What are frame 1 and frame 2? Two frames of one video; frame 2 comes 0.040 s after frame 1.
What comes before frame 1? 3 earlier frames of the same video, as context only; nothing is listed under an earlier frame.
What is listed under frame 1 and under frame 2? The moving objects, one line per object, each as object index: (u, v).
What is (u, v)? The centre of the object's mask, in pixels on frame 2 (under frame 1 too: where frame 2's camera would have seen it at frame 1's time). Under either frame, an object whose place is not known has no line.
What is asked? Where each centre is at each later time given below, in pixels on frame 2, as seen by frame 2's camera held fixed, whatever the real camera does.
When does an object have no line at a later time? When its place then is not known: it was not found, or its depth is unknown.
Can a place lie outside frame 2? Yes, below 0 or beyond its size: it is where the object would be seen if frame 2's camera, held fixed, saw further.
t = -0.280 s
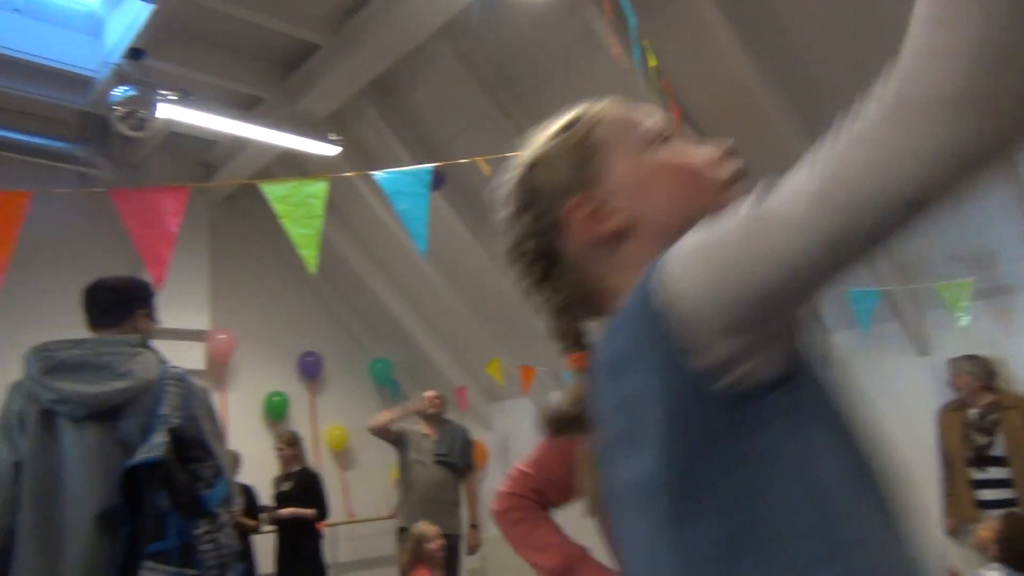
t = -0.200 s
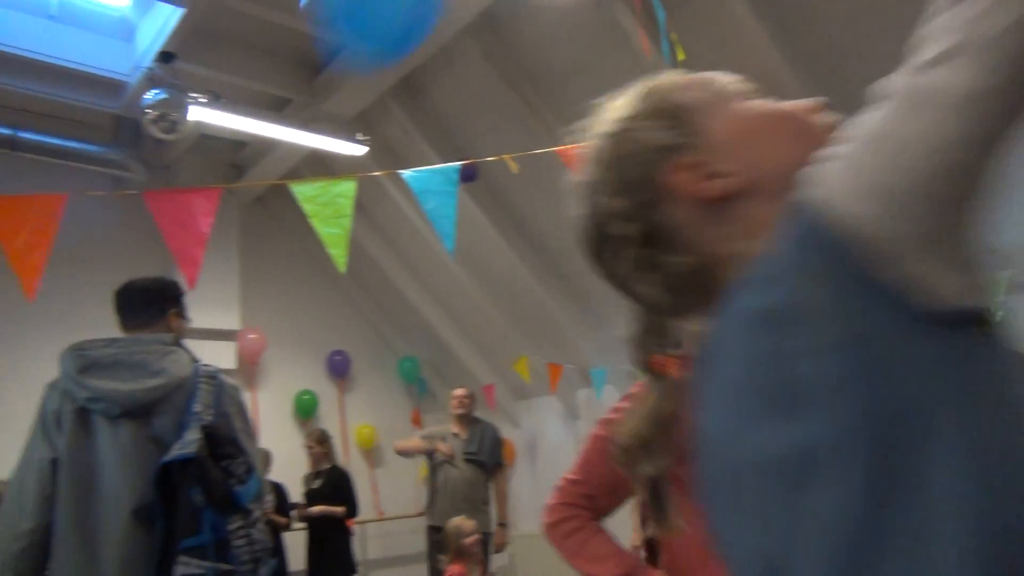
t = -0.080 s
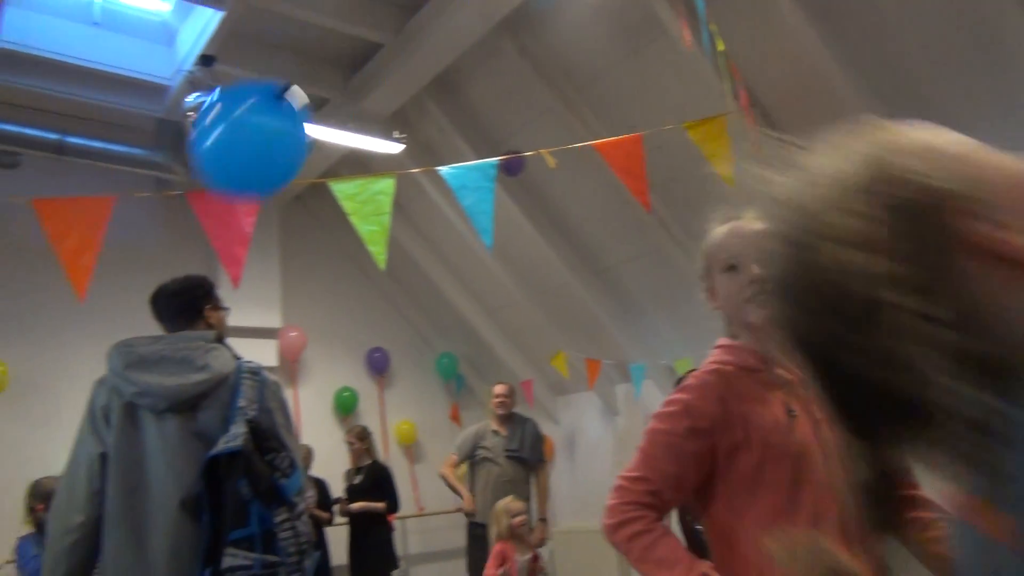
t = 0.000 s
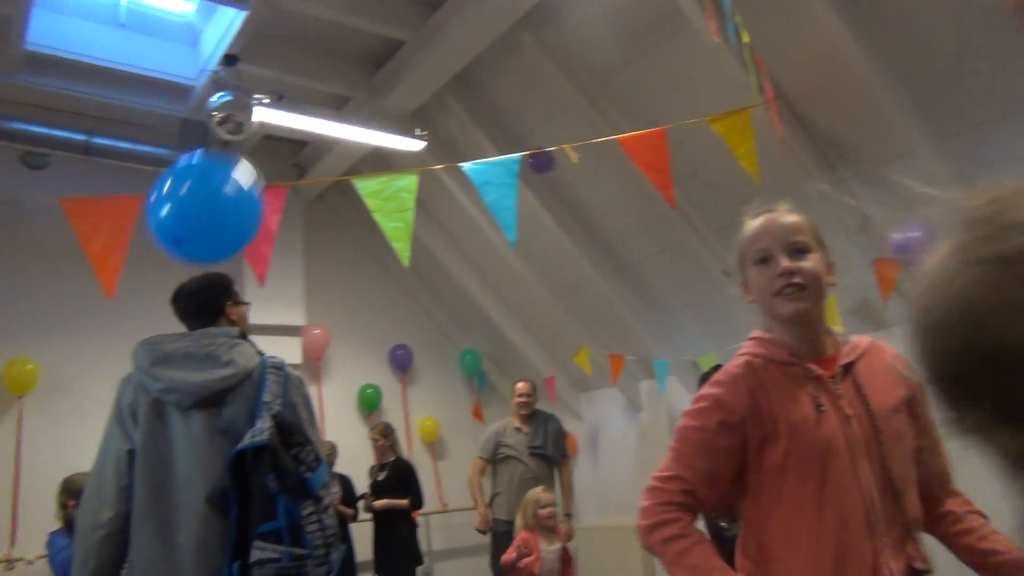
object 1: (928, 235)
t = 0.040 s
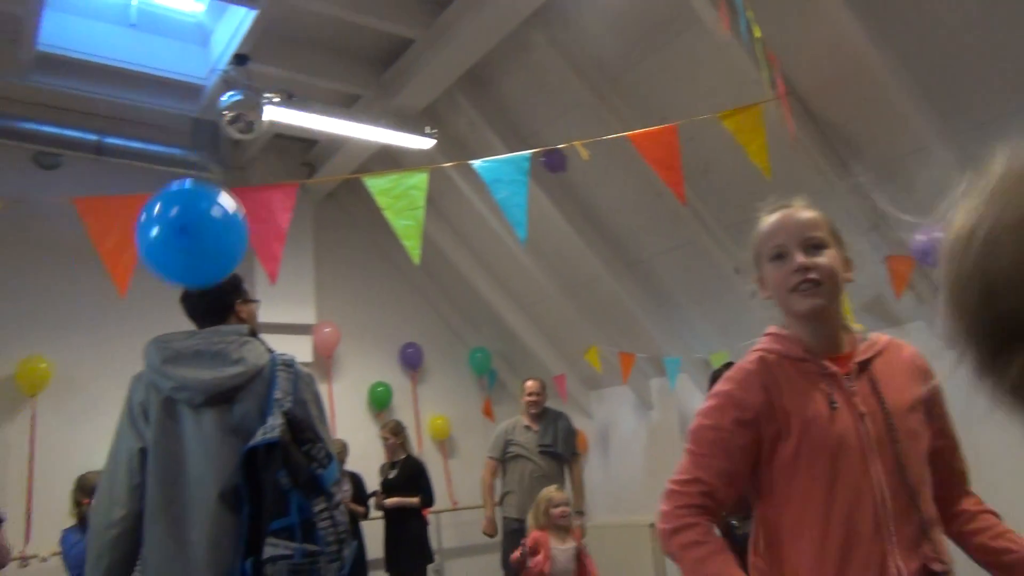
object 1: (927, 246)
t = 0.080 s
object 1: (926, 256)
